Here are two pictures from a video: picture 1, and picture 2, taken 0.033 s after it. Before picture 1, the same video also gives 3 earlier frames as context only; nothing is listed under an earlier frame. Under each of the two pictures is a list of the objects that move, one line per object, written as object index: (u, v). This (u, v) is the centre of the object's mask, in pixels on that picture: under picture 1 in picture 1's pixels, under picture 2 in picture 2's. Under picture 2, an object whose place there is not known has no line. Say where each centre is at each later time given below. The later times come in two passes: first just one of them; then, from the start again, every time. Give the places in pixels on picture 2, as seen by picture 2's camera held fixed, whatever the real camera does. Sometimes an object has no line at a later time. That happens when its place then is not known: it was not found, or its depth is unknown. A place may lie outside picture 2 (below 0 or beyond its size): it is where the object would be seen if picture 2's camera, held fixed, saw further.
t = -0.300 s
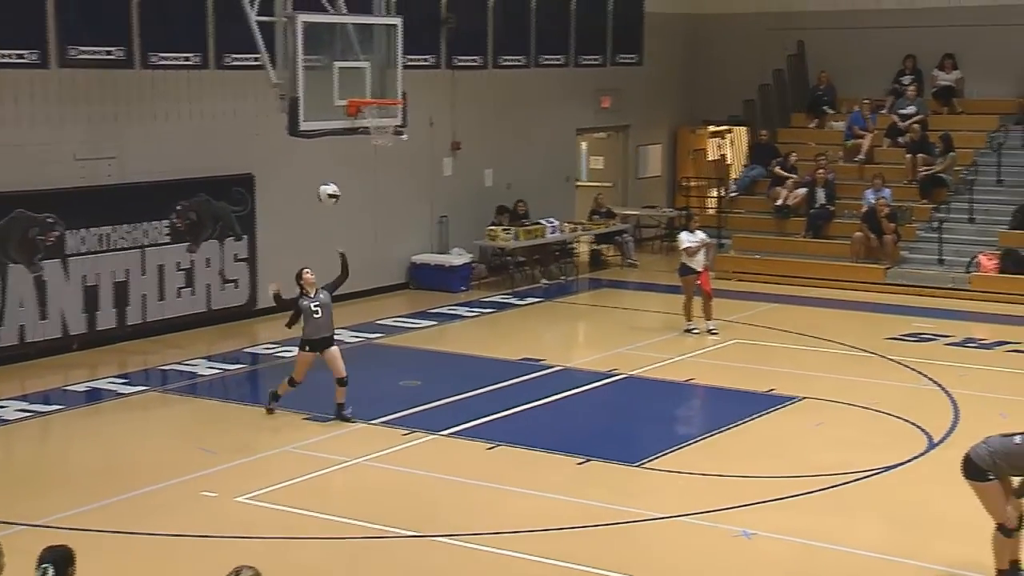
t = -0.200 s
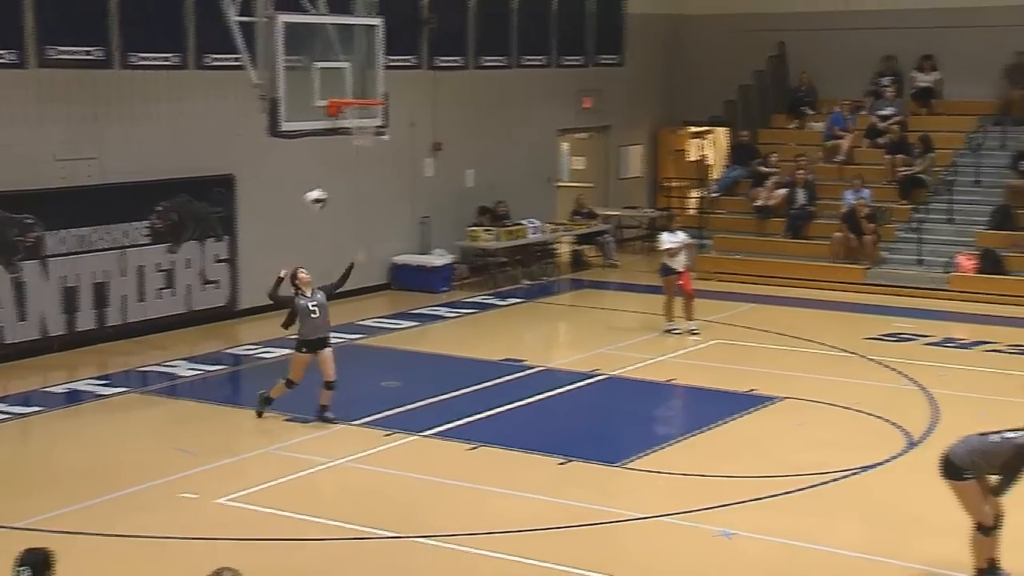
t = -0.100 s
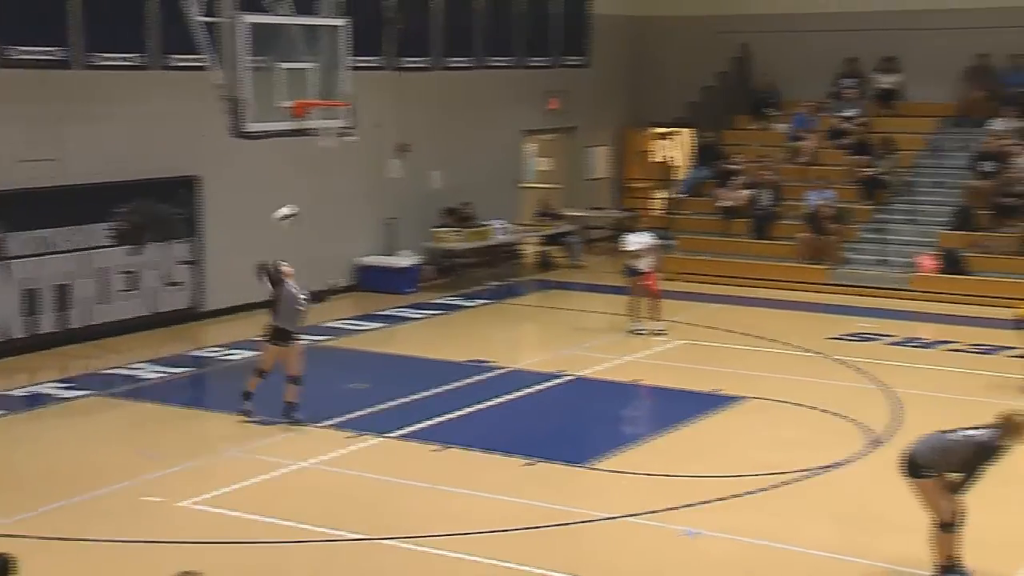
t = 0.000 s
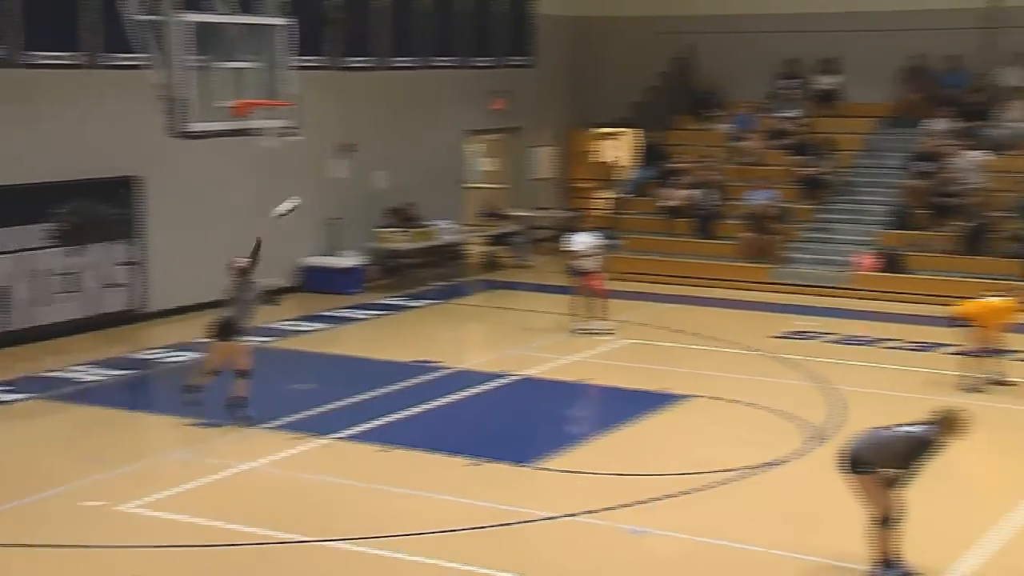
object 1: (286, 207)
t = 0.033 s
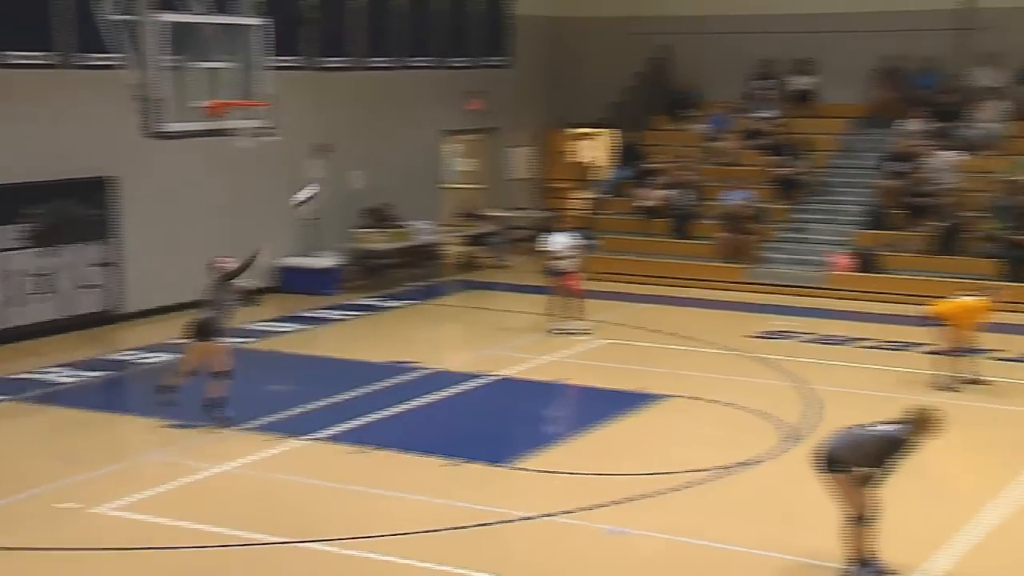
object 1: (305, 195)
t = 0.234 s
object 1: (580, 131)
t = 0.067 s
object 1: (350, 184)
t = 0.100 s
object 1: (394, 172)
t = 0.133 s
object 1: (438, 162)
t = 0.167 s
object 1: (485, 149)
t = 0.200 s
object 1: (532, 140)
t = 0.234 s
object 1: (580, 131)
